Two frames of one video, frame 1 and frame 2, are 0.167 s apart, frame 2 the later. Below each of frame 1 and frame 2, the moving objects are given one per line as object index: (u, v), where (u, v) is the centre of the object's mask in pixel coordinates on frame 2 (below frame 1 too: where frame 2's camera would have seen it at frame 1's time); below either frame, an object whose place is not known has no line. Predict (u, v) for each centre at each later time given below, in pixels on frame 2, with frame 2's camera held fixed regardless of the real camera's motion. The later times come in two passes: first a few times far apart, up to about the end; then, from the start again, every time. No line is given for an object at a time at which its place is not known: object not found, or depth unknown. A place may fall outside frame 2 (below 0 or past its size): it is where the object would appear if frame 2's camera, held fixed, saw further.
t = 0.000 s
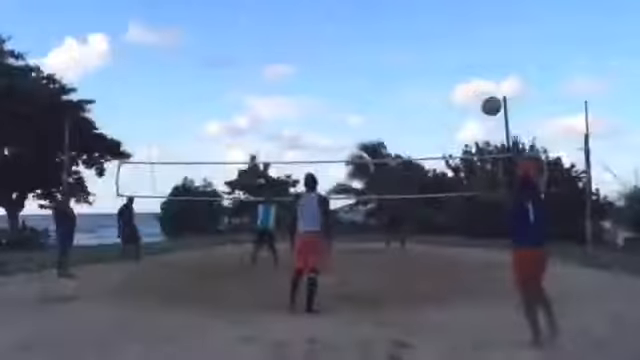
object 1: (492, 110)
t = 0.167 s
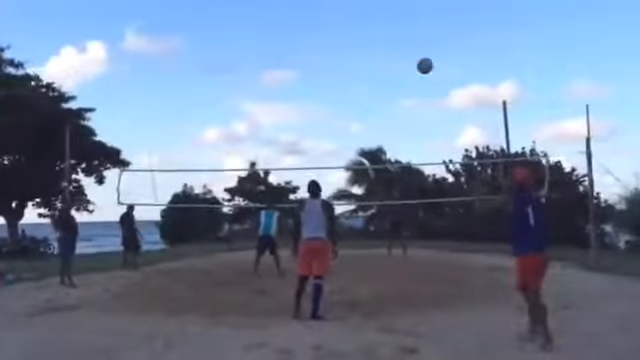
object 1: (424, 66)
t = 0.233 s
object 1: (403, 56)
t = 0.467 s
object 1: (347, 51)
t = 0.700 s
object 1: (309, 75)
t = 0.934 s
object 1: (283, 115)
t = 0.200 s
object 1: (414, 60)
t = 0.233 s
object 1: (403, 56)
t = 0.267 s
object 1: (394, 53)
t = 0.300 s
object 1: (385, 52)
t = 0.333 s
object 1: (377, 50)
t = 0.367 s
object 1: (369, 49)
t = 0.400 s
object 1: (361, 49)
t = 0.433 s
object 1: (354, 50)
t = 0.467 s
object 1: (347, 51)
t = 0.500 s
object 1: (341, 54)
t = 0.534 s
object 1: (334, 56)
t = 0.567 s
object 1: (329, 59)
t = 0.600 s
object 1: (324, 62)
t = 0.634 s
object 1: (318, 66)
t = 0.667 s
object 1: (314, 70)
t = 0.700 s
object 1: (309, 75)
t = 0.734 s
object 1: (304, 79)
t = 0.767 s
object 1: (300, 84)
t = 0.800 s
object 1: (296, 90)
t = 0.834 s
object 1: (292, 96)
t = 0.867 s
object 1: (288, 101)
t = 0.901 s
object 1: (285, 108)
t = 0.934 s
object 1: (283, 115)
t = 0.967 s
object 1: (280, 121)
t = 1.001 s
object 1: (277, 128)
